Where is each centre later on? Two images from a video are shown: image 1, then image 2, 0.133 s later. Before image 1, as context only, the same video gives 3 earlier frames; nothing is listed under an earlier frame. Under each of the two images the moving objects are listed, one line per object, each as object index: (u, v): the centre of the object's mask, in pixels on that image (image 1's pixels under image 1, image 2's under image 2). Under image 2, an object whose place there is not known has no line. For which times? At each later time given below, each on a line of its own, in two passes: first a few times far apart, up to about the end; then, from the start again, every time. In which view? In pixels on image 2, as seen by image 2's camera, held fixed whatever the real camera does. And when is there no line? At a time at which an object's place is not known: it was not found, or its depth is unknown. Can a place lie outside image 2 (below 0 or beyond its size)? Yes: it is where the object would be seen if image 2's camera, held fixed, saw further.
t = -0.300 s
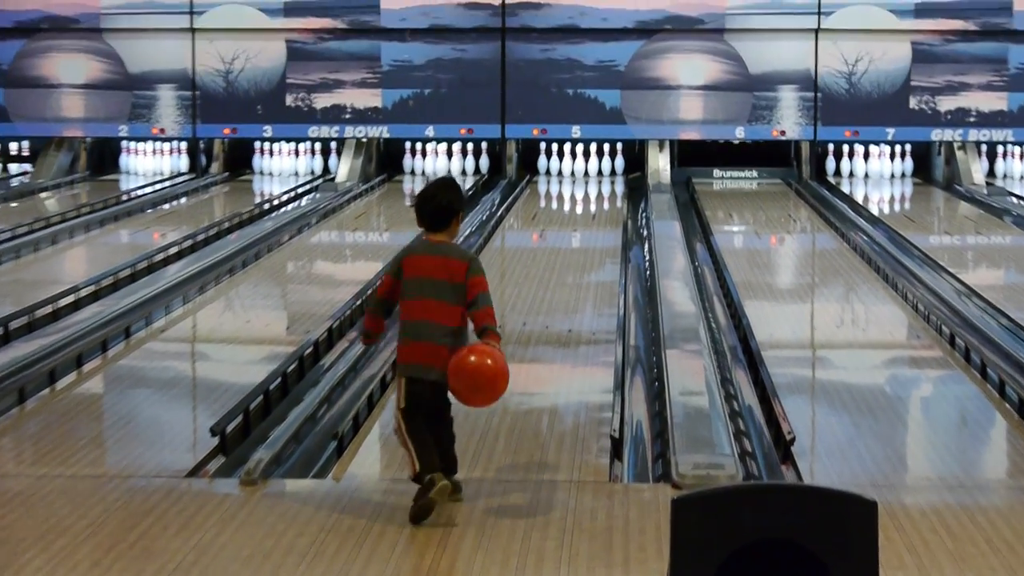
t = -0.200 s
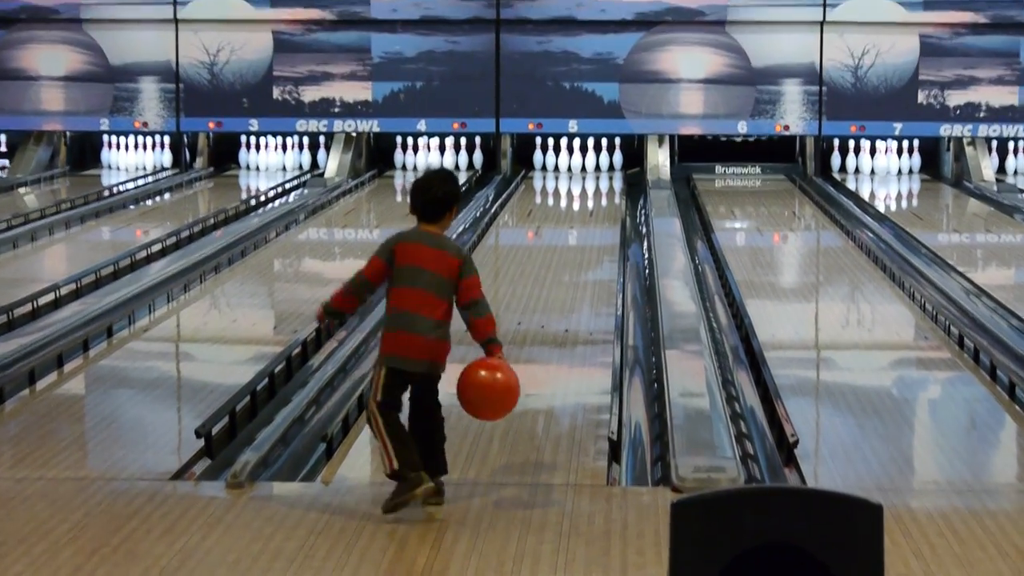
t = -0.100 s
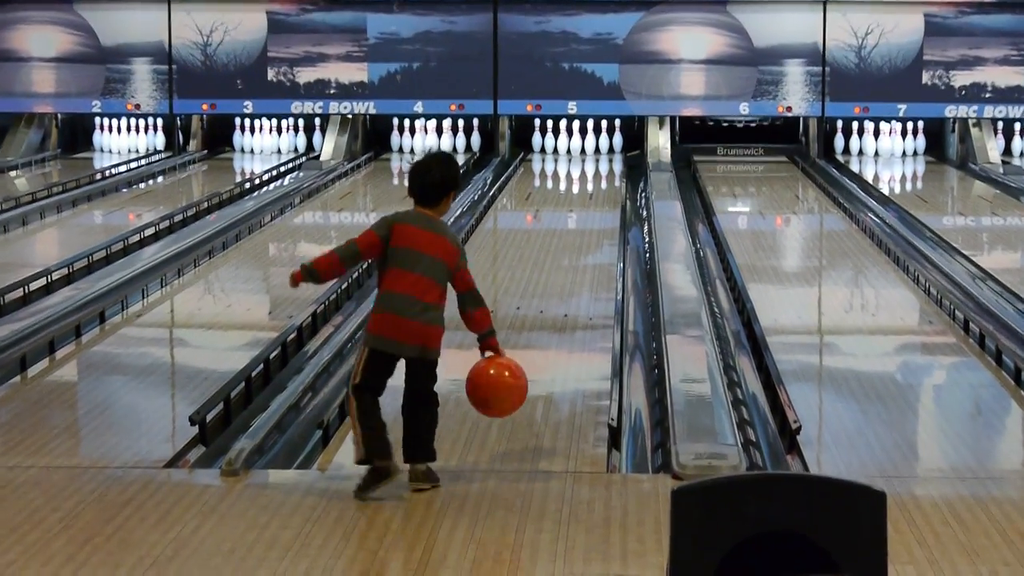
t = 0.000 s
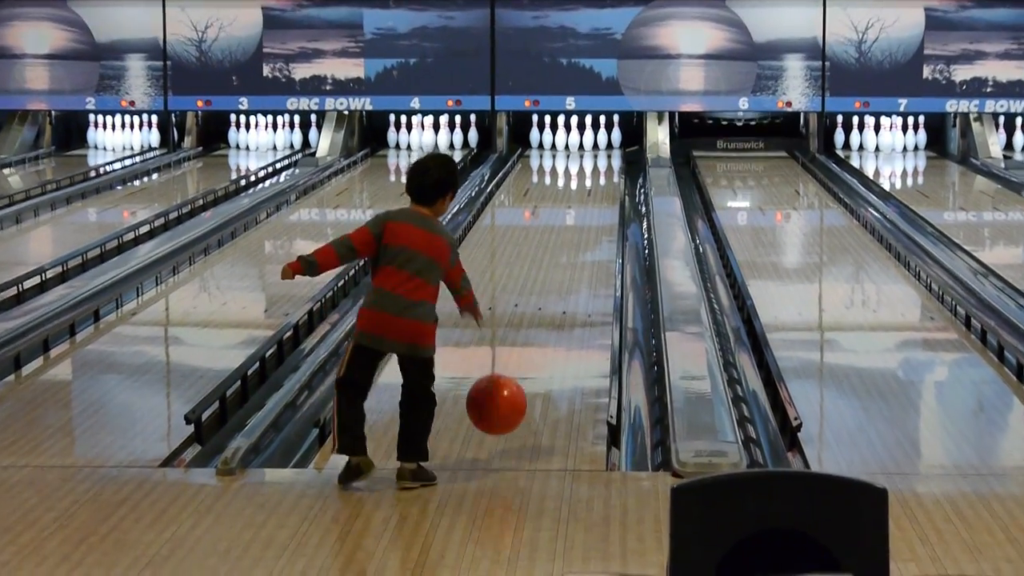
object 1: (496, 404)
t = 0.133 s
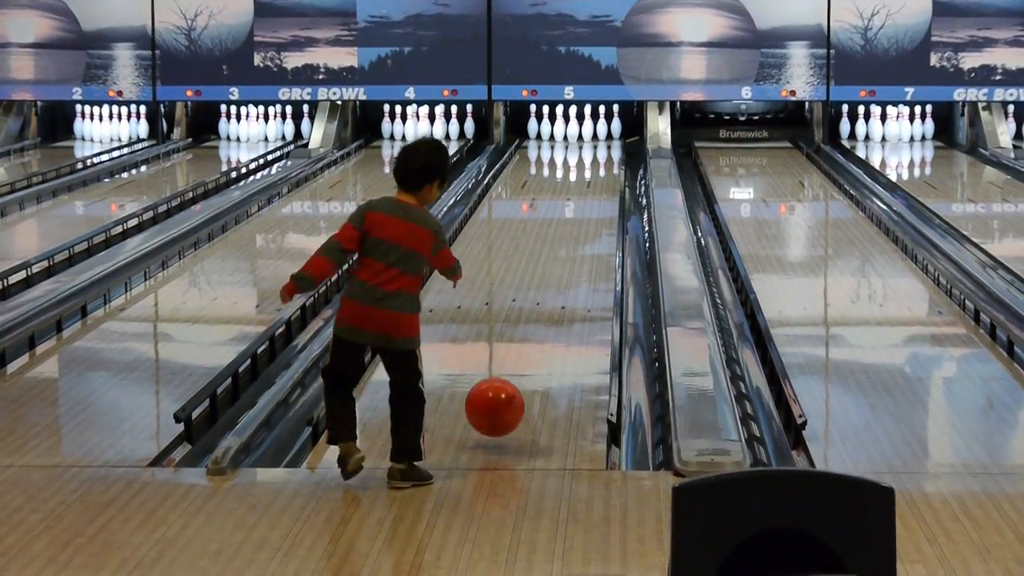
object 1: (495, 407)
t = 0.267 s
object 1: (496, 399)
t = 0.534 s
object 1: (497, 371)
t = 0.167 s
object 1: (495, 403)
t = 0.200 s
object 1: (495, 401)
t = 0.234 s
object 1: (496, 402)
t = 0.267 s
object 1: (496, 399)
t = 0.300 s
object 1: (496, 395)
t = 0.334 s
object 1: (496, 393)
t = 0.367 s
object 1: (496, 389)
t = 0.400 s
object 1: (497, 386)
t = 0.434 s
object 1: (497, 382)
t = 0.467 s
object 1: (497, 378)
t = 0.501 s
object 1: (497, 375)
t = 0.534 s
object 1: (497, 371)
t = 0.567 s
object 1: (497, 368)
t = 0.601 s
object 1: (497, 364)
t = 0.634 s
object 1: (497, 361)
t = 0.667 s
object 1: (497, 357)
